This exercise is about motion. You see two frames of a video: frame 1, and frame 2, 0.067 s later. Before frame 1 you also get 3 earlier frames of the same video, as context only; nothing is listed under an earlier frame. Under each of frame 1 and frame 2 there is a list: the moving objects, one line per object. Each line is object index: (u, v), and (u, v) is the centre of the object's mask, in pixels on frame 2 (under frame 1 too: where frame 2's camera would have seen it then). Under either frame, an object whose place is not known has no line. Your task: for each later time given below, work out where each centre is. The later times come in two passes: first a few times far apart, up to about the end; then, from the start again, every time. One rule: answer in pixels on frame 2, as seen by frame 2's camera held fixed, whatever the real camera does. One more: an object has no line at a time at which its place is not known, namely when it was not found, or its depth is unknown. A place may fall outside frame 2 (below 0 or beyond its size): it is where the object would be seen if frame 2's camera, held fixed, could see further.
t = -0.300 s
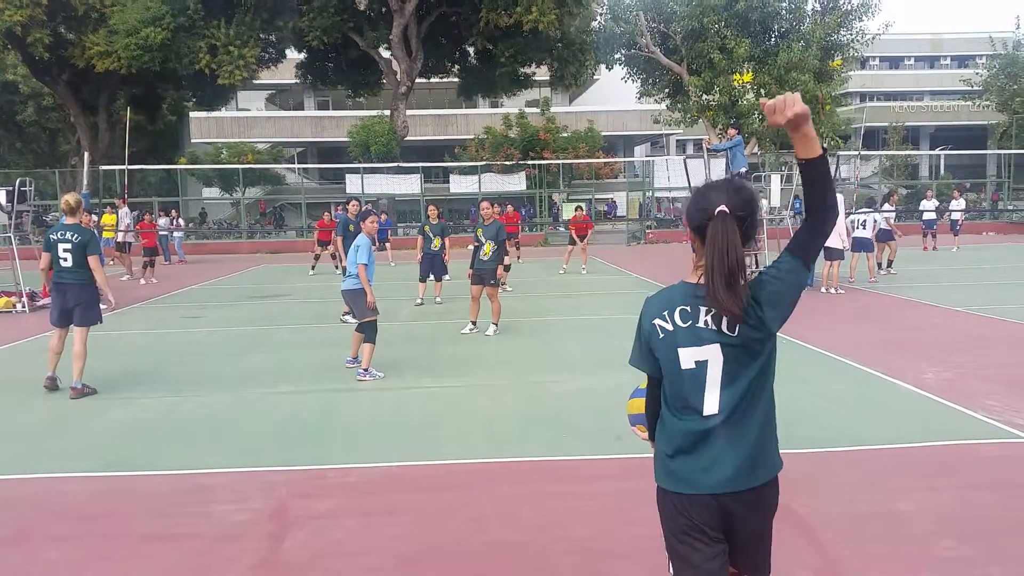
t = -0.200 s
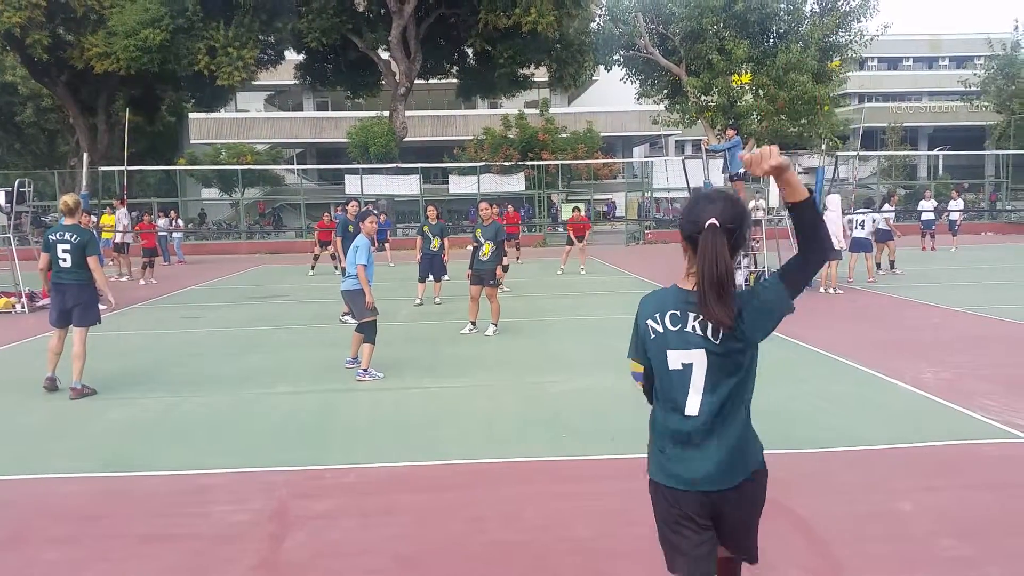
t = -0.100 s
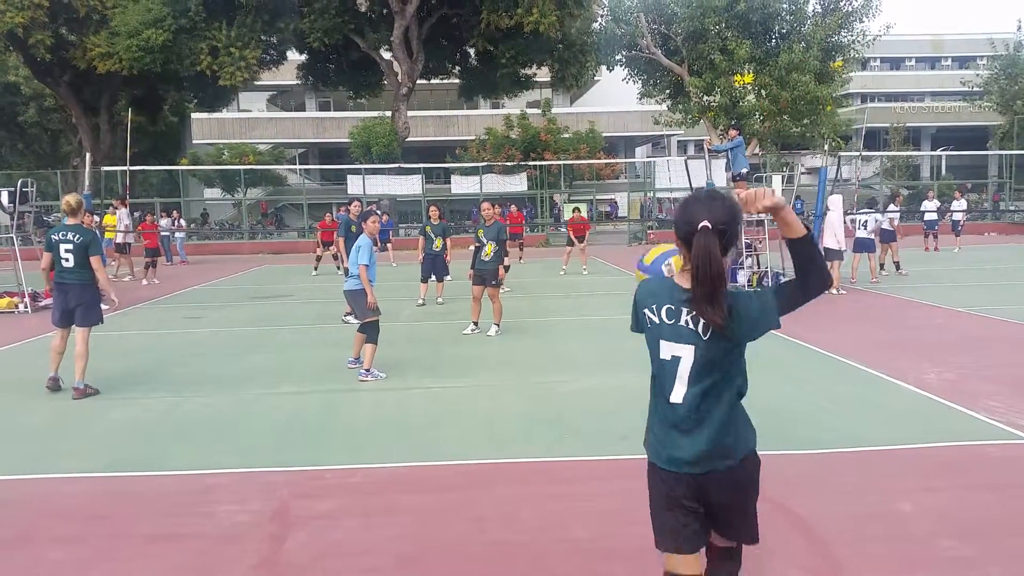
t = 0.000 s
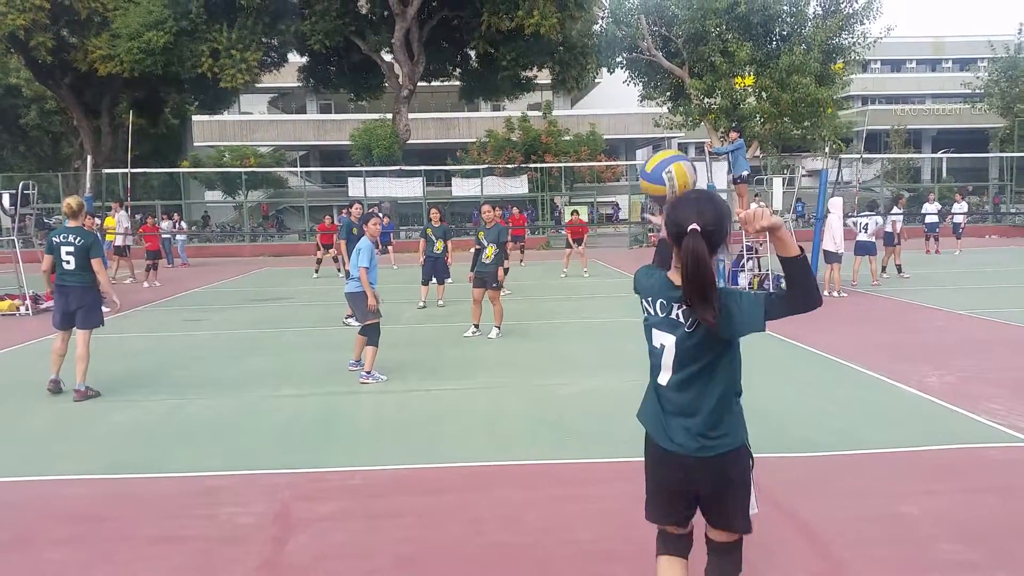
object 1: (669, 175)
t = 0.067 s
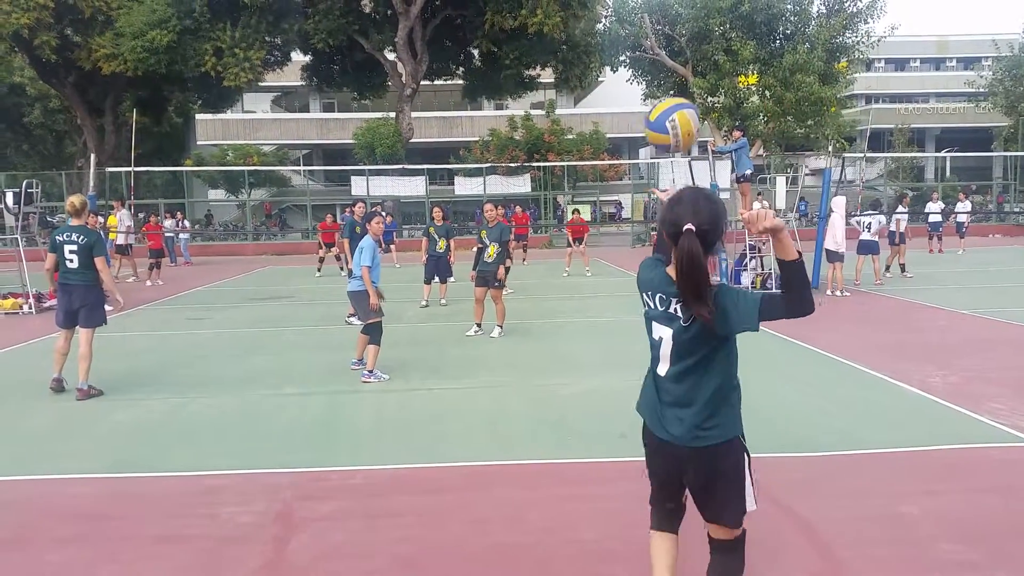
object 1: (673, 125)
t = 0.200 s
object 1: (678, 62)
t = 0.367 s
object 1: (684, 47)
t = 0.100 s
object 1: (676, 106)
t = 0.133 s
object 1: (676, 88)
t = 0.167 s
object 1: (676, 73)
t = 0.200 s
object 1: (678, 62)
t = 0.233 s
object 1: (681, 53)
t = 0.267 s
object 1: (681, 47)
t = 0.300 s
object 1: (682, 44)
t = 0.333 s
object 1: (683, 43)
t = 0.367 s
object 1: (684, 47)
